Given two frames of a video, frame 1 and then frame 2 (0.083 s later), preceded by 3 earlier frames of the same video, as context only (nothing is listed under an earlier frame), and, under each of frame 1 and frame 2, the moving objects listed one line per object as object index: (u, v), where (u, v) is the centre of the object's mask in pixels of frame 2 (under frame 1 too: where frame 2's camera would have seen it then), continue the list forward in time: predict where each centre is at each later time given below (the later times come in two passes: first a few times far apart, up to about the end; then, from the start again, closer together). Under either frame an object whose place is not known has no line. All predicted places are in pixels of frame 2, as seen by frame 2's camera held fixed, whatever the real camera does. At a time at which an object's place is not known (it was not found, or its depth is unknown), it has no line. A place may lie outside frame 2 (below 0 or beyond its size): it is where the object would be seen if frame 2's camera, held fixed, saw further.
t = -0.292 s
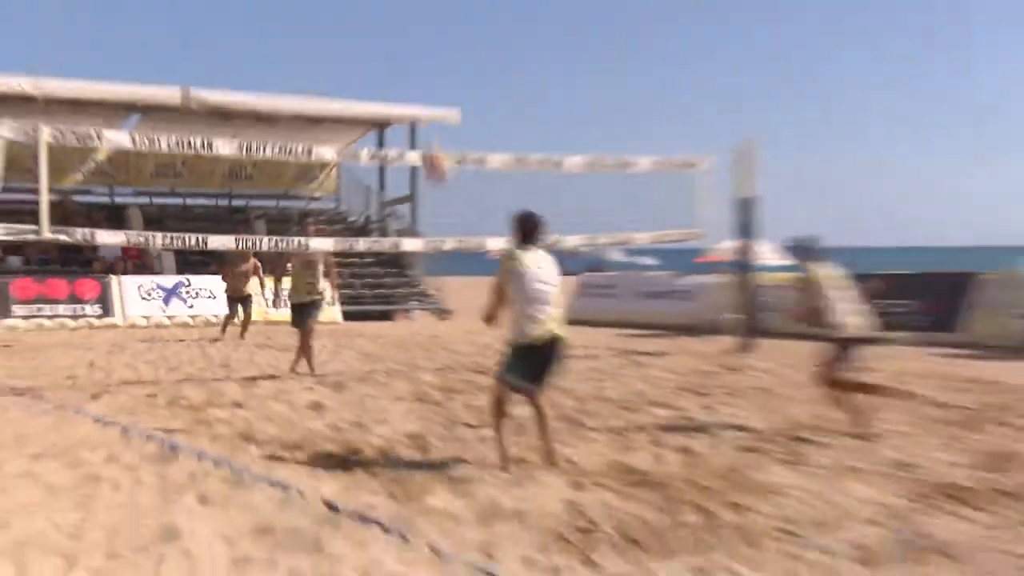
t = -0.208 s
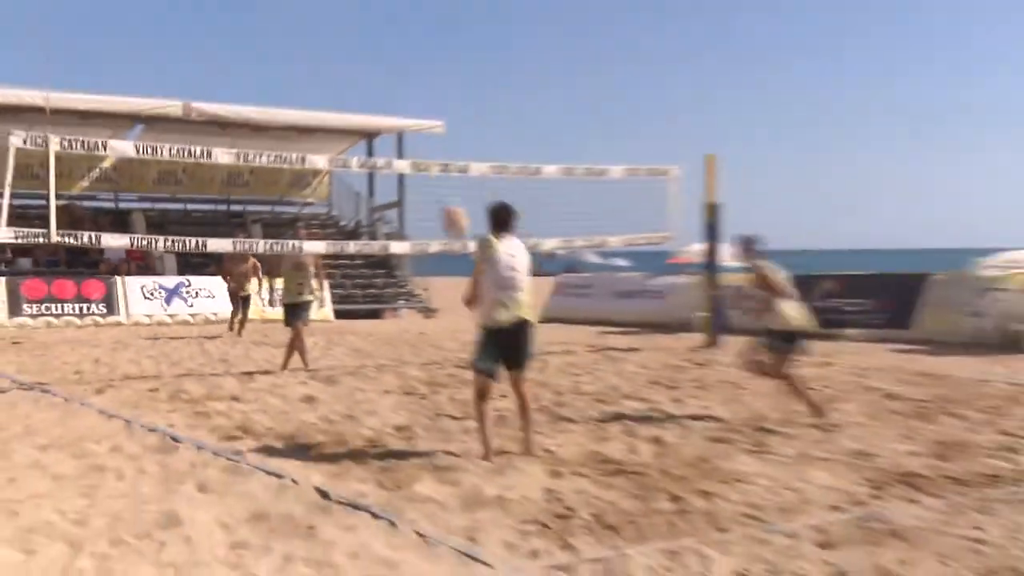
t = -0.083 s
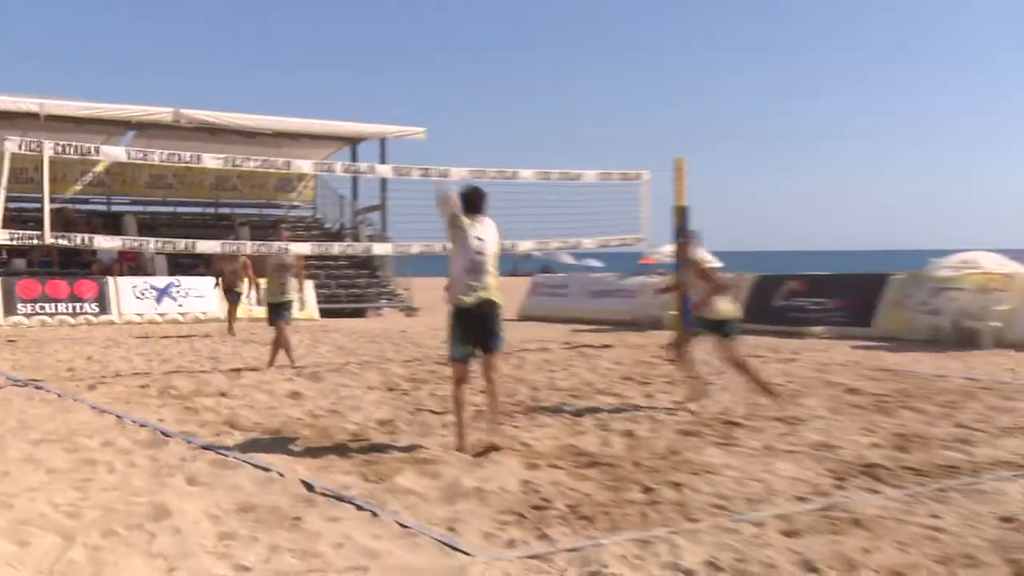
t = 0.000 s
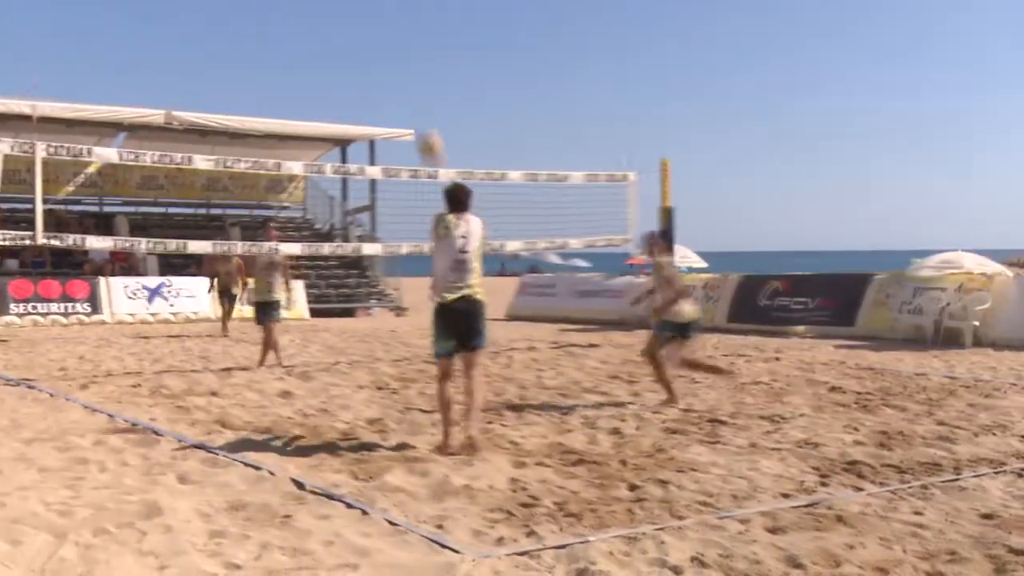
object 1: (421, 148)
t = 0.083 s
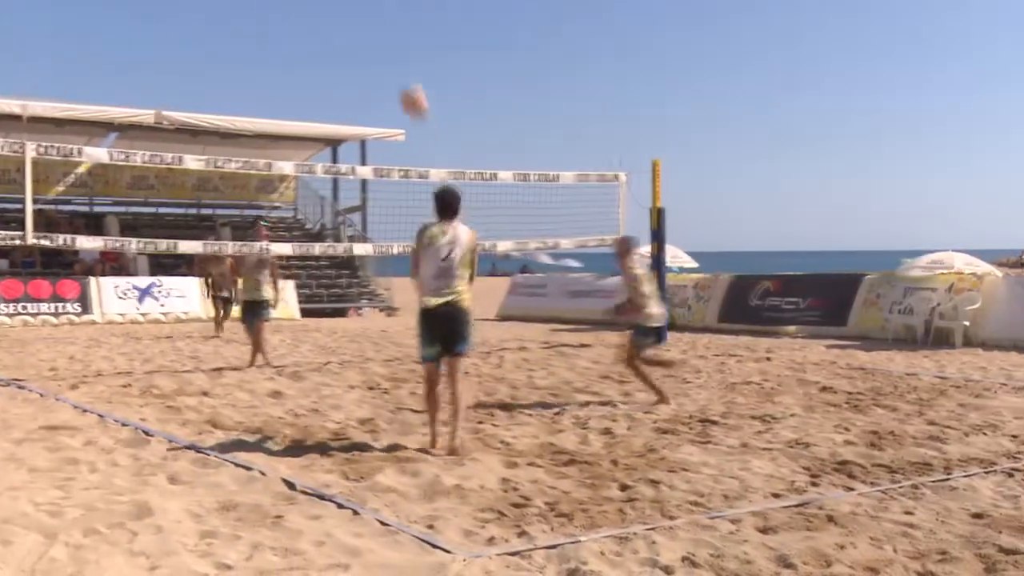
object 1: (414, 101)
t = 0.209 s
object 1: (404, 49)
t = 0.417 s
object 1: (390, 7)
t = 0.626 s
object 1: (377, 13)
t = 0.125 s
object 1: (411, 82)
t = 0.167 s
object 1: (408, 65)
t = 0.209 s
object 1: (404, 49)
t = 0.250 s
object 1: (401, 37)
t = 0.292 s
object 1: (398, 26)
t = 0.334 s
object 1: (392, 12)
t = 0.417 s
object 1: (390, 7)
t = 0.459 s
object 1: (387, 7)
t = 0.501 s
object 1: (383, 7)
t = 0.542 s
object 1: (381, 8)
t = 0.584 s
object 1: (378, 10)
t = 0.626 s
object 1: (377, 13)
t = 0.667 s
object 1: (376, 20)
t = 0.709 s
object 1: (373, 29)
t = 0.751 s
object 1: (371, 38)
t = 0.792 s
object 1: (369, 50)
